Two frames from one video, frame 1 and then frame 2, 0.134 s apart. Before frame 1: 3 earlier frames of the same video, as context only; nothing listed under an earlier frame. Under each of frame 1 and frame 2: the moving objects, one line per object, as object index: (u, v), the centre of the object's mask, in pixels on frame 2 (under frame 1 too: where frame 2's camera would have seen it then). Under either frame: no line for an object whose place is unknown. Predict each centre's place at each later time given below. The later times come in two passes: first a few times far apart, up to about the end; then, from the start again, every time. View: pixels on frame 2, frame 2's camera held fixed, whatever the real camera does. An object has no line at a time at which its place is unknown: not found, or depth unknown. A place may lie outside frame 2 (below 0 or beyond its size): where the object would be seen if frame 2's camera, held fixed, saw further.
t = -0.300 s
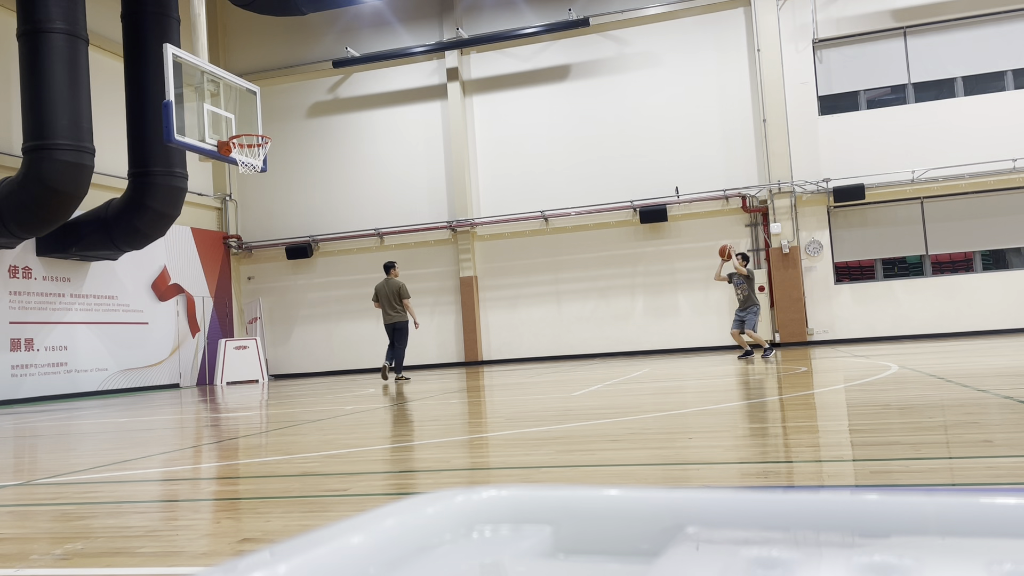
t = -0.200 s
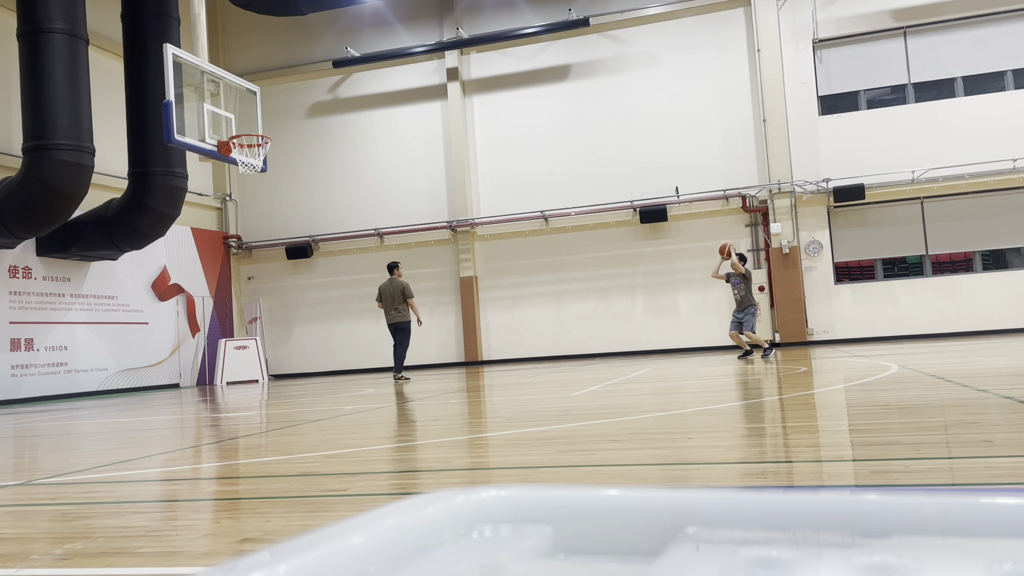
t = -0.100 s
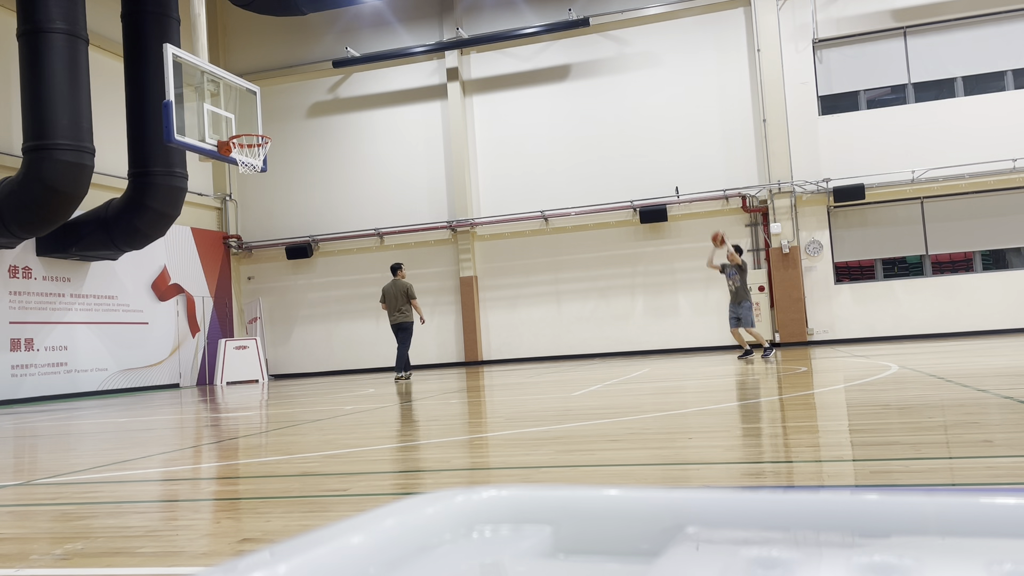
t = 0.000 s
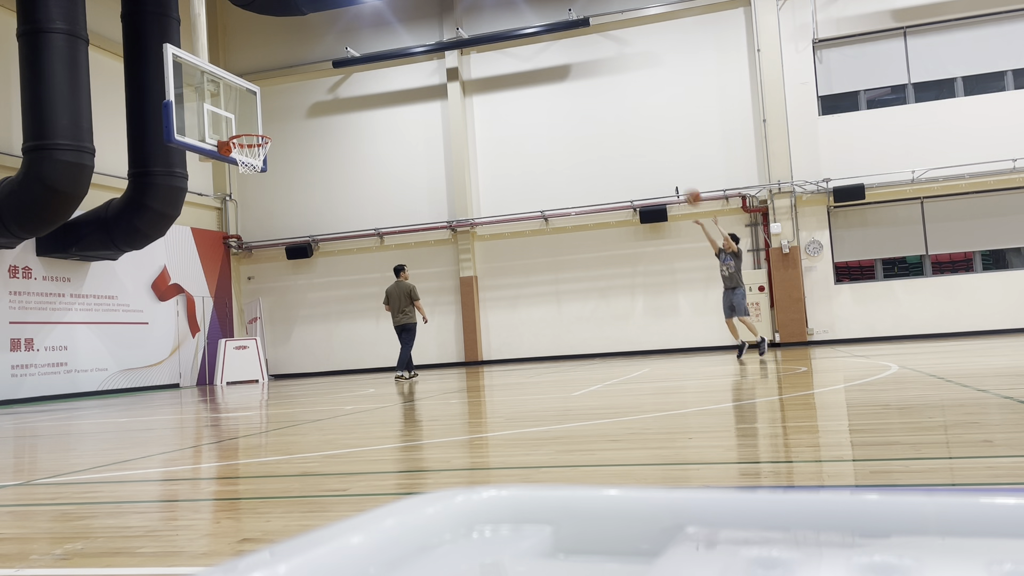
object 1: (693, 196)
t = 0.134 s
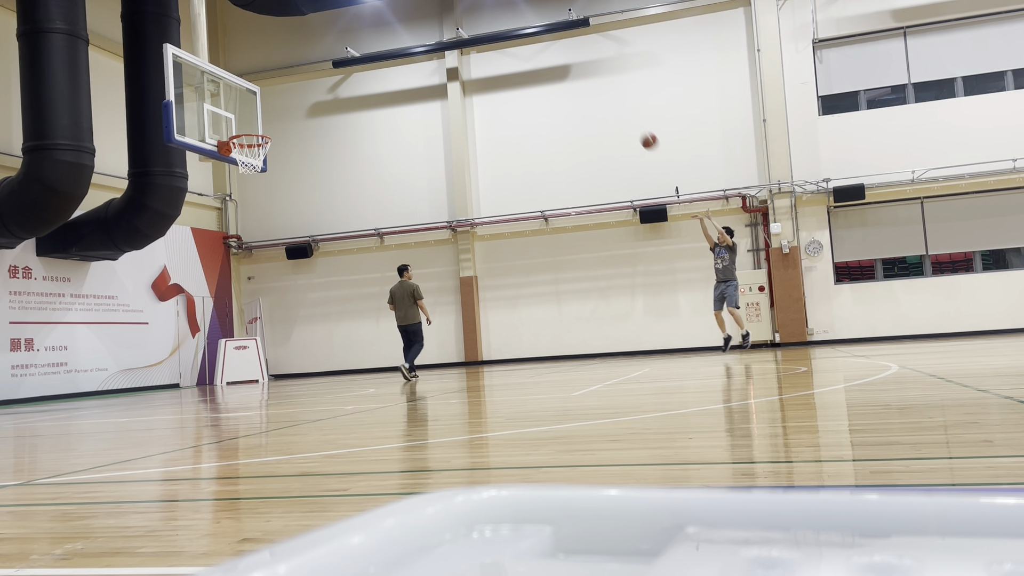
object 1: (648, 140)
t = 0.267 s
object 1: (604, 92)
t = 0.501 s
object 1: (528, 41)
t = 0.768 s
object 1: (437, 26)
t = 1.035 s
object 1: (343, 63)
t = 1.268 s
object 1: (274, 130)
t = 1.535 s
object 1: (321, 153)
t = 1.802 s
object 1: (384, 259)
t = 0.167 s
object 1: (637, 127)
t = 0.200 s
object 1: (627, 115)
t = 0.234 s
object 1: (616, 104)
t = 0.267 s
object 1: (604, 92)
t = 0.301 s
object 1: (594, 84)
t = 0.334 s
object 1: (583, 75)
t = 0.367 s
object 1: (572, 67)
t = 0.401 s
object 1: (562, 60)
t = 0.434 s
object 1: (550, 53)
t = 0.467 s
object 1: (539, 47)
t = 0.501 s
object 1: (528, 41)
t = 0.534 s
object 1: (517, 37)
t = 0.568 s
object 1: (506, 33)
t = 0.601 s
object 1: (495, 30)
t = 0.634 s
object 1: (484, 27)
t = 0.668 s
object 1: (472, 26)
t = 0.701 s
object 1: (460, 26)
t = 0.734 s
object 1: (449, 25)
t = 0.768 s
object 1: (437, 26)
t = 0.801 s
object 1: (426, 27)
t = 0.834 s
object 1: (415, 30)
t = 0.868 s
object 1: (403, 33)
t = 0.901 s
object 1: (392, 38)
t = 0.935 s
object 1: (380, 42)
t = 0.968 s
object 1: (368, 49)
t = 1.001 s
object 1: (356, 56)
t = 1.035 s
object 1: (343, 63)
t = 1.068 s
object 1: (331, 72)
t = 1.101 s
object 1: (318, 82)
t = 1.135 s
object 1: (307, 93)
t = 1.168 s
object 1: (294, 104)
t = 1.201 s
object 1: (281, 117)
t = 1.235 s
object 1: (270, 130)
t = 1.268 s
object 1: (274, 130)
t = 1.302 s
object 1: (279, 130)
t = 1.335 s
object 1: (285, 129)
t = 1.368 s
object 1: (290, 131)
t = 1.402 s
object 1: (296, 134)
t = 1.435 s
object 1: (302, 137)
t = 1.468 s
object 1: (308, 142)
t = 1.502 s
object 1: (315, 147)
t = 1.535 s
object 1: (321, 153)
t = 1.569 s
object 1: (328, 161)
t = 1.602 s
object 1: (335, 171)
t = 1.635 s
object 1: (343, 182)
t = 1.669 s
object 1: (350, 194)
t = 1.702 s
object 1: (358, 208)
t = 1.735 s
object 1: (367, 224)
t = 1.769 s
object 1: (375, 240)
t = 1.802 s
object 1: (384, 259)
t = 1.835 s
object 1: (393, 280)
